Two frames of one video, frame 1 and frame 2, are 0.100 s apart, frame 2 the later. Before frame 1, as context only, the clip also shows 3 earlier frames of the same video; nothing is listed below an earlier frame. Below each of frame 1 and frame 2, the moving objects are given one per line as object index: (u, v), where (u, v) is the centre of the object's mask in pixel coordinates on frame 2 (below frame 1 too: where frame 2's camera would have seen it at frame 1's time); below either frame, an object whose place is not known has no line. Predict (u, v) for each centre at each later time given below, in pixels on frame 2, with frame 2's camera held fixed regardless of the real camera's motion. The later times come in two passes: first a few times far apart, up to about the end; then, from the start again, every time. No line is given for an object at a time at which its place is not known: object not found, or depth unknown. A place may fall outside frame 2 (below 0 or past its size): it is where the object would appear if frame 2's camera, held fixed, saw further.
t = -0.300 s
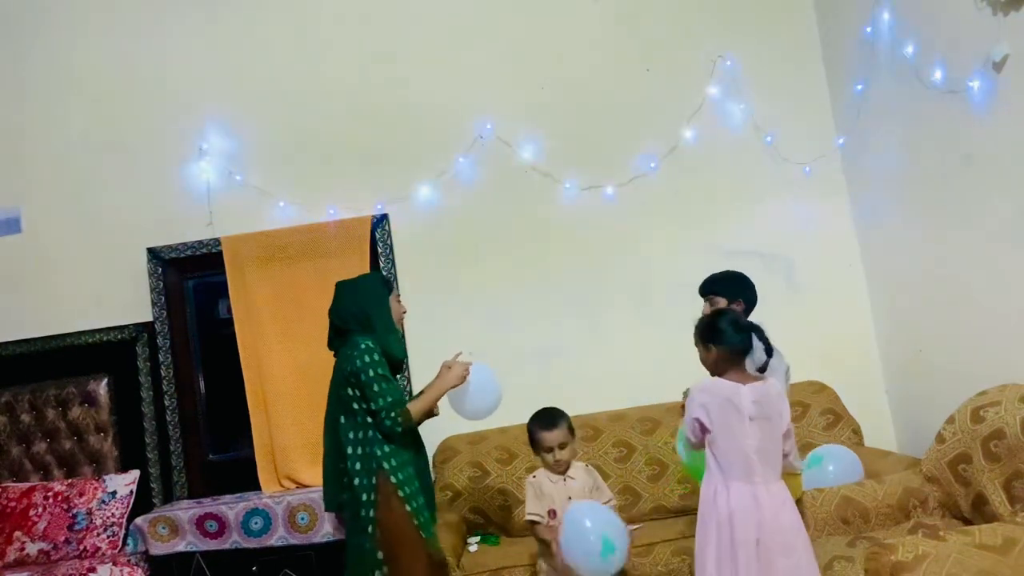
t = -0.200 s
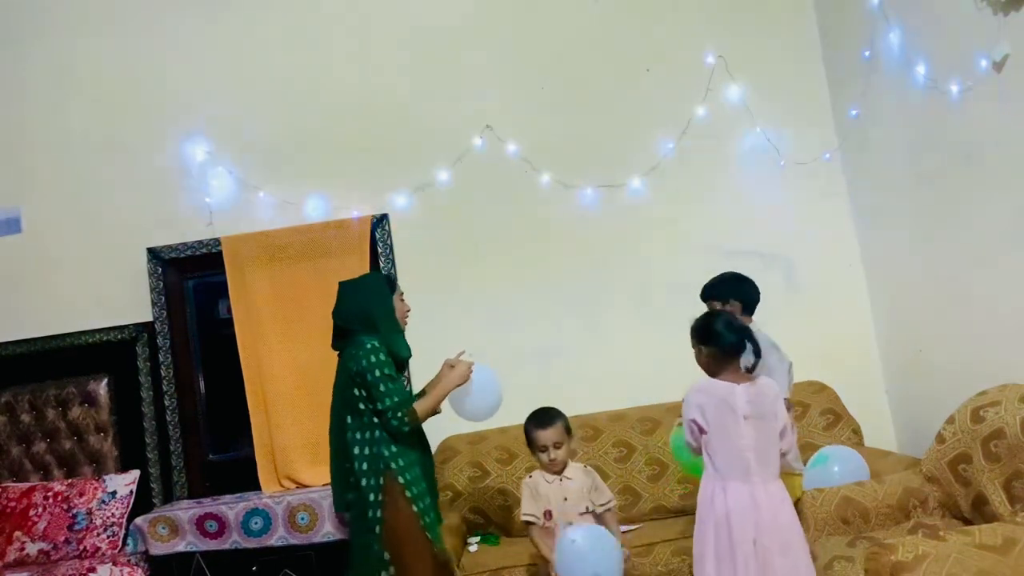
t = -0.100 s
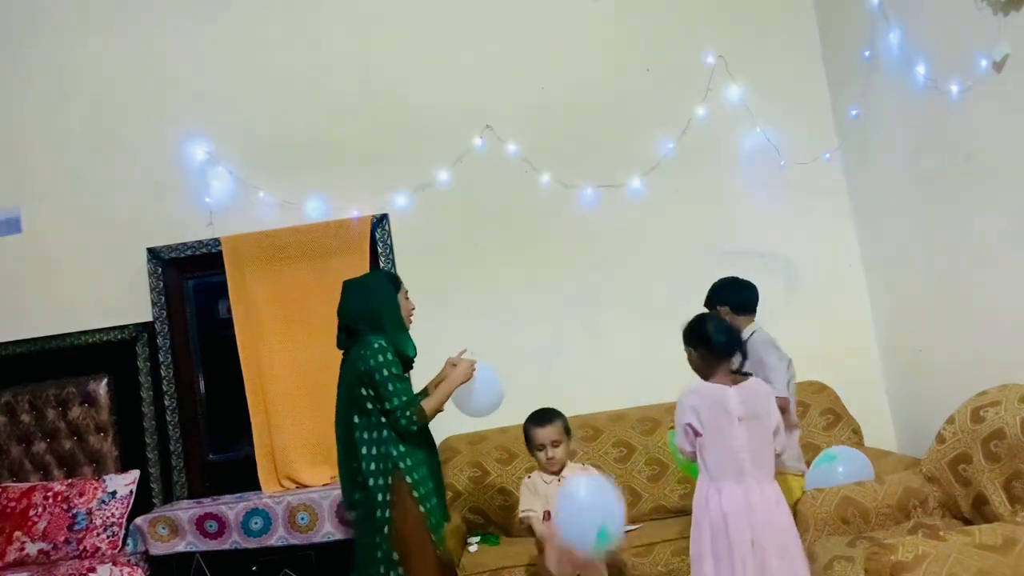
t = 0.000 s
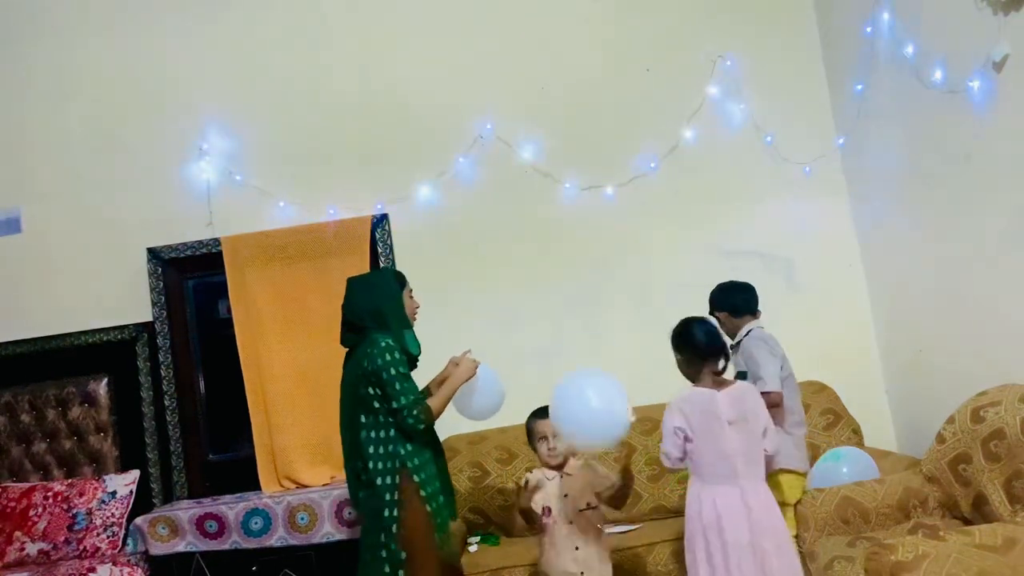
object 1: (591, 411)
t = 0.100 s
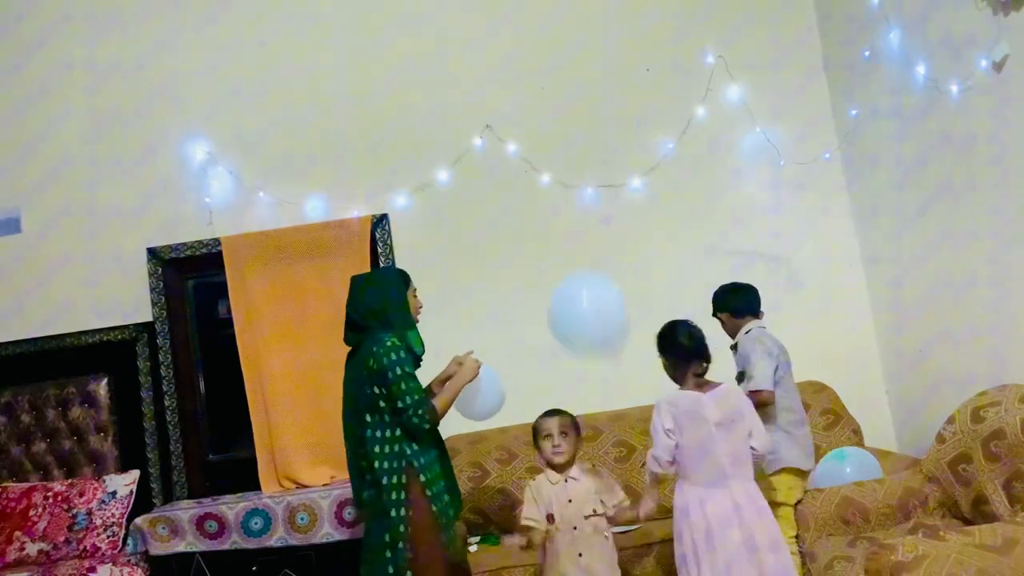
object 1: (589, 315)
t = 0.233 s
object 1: (582, 212)
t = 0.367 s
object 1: (574, 138)
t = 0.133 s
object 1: (588, 286)
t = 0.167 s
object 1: (586, 260)
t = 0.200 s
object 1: (584, 234)
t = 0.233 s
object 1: (582, 212)
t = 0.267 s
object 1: (581, 190)
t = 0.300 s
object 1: (579, 171)
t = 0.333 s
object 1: (576, 153)
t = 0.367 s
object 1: (574, 138)
